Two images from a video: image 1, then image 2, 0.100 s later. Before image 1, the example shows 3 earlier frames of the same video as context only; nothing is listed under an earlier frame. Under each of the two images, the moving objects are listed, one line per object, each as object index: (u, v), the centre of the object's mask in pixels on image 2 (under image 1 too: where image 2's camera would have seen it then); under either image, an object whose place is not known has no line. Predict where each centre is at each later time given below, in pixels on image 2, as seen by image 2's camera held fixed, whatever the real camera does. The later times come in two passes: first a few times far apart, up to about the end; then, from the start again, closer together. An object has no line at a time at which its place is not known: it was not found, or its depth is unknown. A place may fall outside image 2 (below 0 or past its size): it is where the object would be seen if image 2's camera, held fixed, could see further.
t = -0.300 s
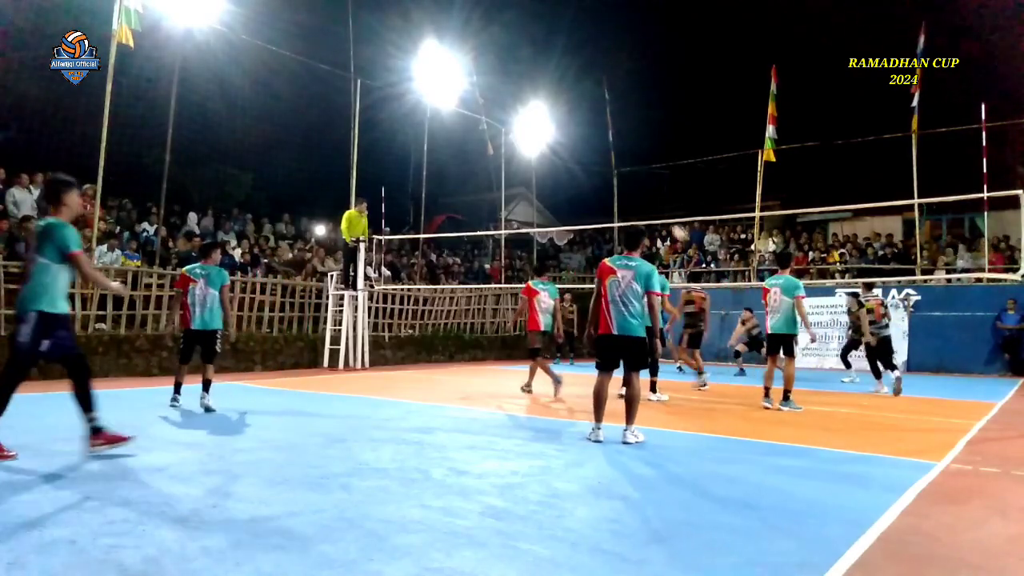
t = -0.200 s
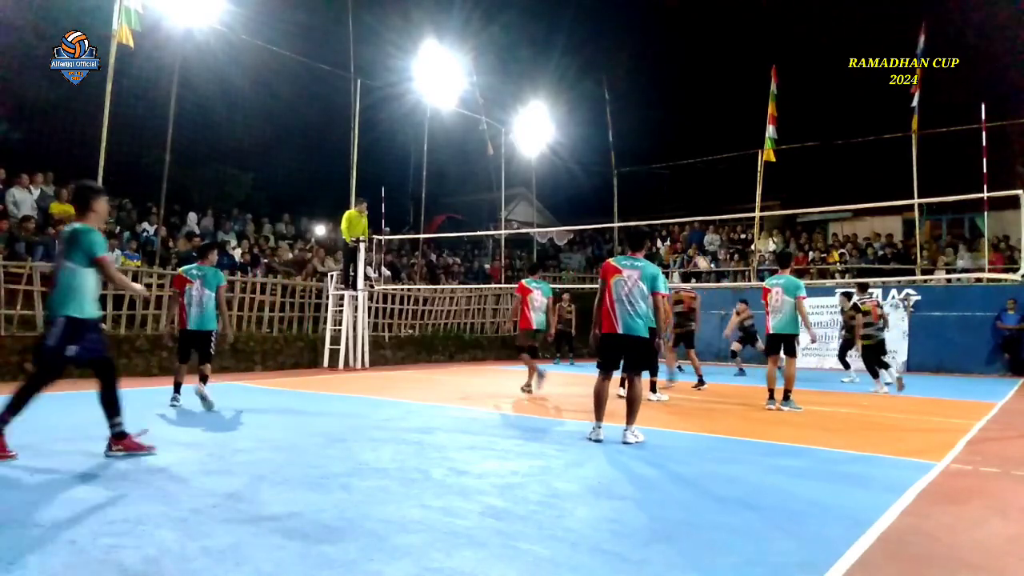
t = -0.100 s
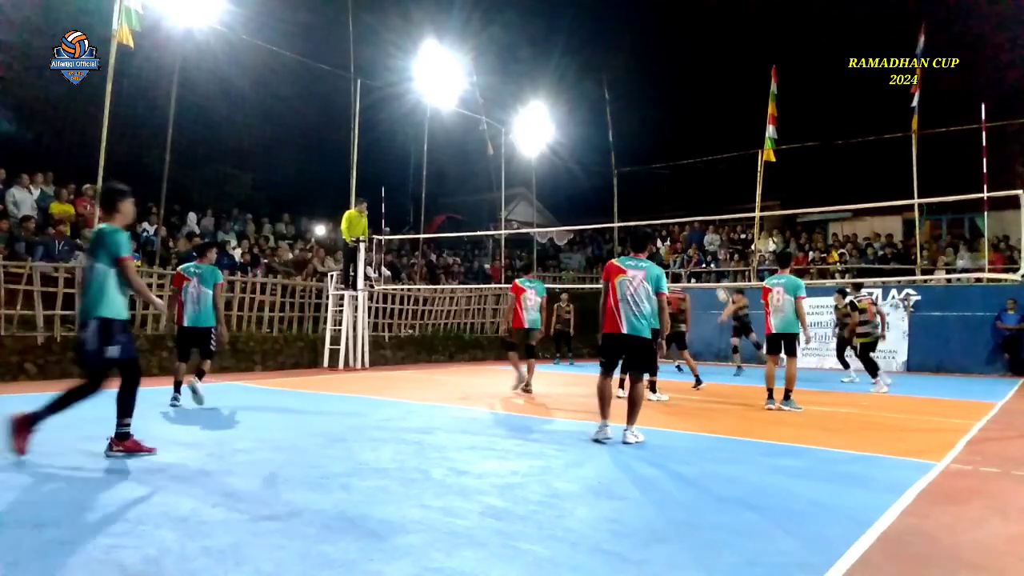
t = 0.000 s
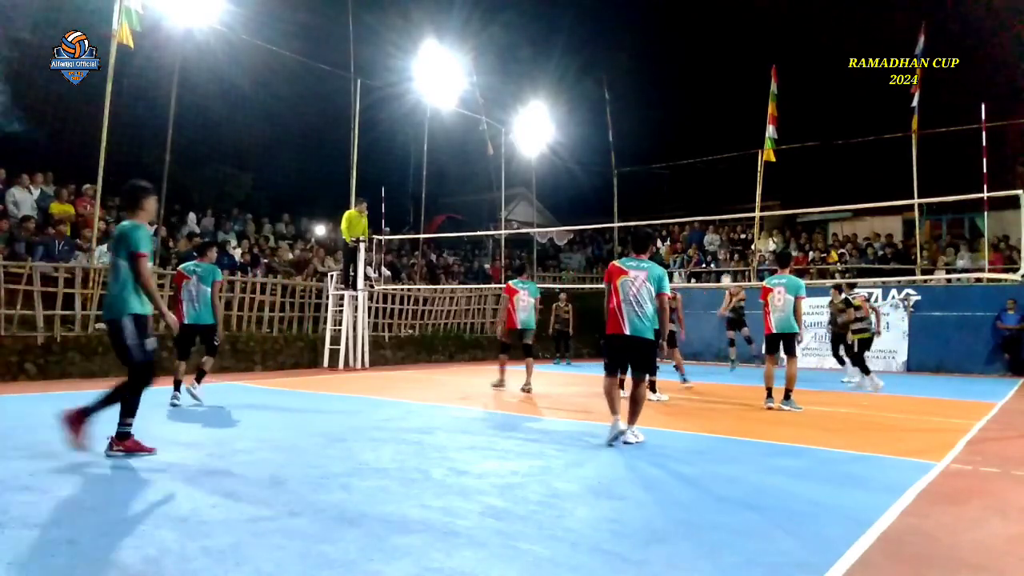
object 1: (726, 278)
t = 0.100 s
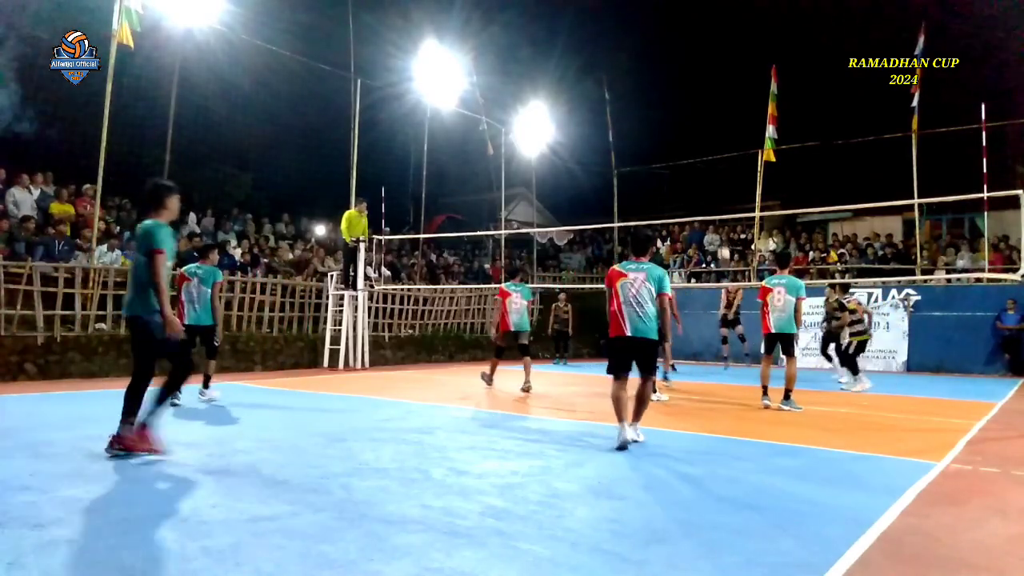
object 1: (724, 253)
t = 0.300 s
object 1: (718, 212)
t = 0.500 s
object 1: (712, 191)
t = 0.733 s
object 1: (706, 192)
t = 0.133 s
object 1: (723, 248)
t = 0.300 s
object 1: (718, 212)
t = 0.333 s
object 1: (717, 208)
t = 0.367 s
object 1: (716, 204)
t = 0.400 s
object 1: (715, 199)
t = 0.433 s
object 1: (714, 196)
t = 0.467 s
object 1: (713, 193)
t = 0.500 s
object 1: (712, 191)
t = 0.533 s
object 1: (711, 189)
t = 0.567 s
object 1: (710, 188)
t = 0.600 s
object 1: (709, 188)
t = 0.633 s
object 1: (709, 188)
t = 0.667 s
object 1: (707, 189)
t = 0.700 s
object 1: (707, 190)
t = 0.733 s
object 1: (706, 192)
